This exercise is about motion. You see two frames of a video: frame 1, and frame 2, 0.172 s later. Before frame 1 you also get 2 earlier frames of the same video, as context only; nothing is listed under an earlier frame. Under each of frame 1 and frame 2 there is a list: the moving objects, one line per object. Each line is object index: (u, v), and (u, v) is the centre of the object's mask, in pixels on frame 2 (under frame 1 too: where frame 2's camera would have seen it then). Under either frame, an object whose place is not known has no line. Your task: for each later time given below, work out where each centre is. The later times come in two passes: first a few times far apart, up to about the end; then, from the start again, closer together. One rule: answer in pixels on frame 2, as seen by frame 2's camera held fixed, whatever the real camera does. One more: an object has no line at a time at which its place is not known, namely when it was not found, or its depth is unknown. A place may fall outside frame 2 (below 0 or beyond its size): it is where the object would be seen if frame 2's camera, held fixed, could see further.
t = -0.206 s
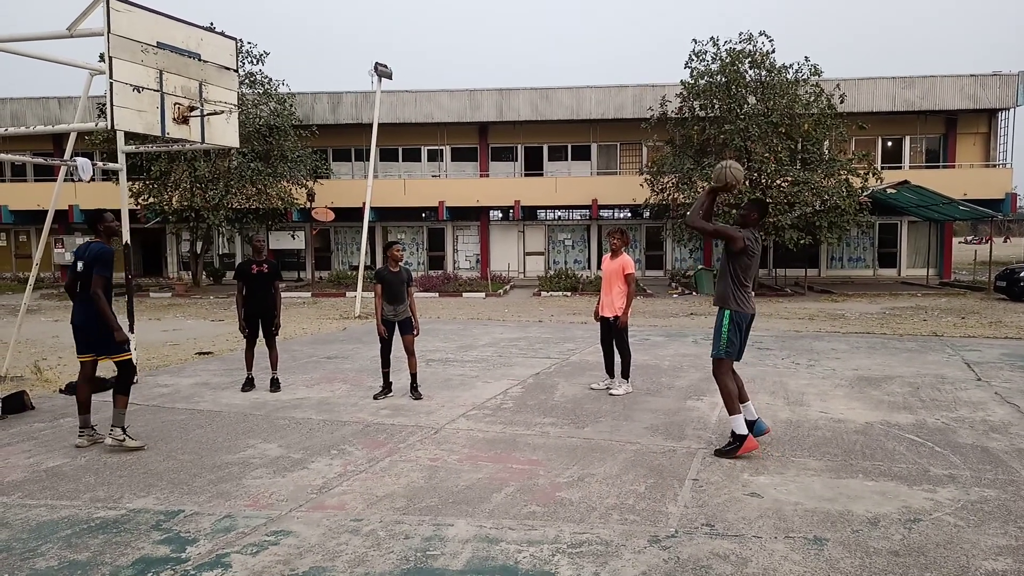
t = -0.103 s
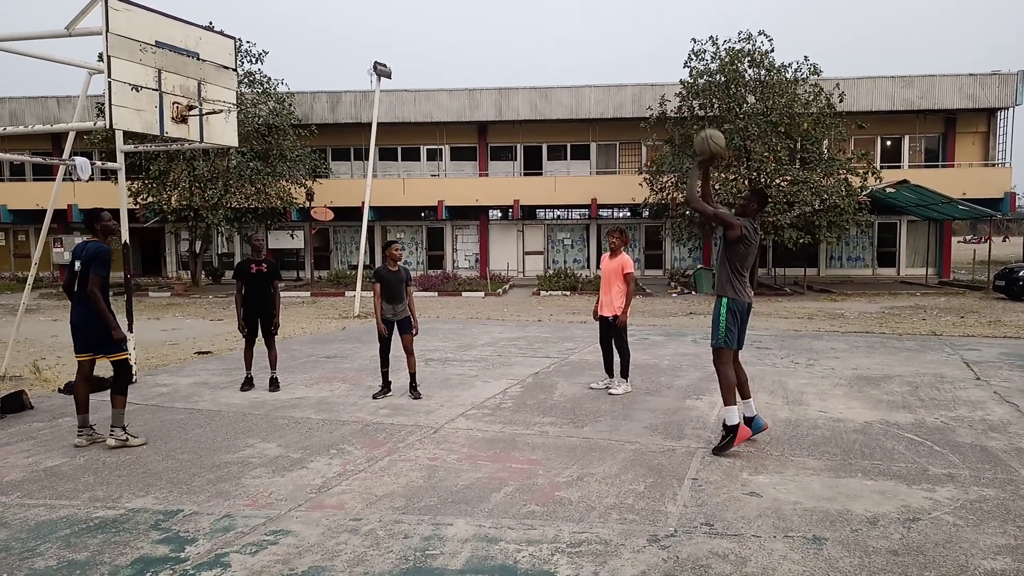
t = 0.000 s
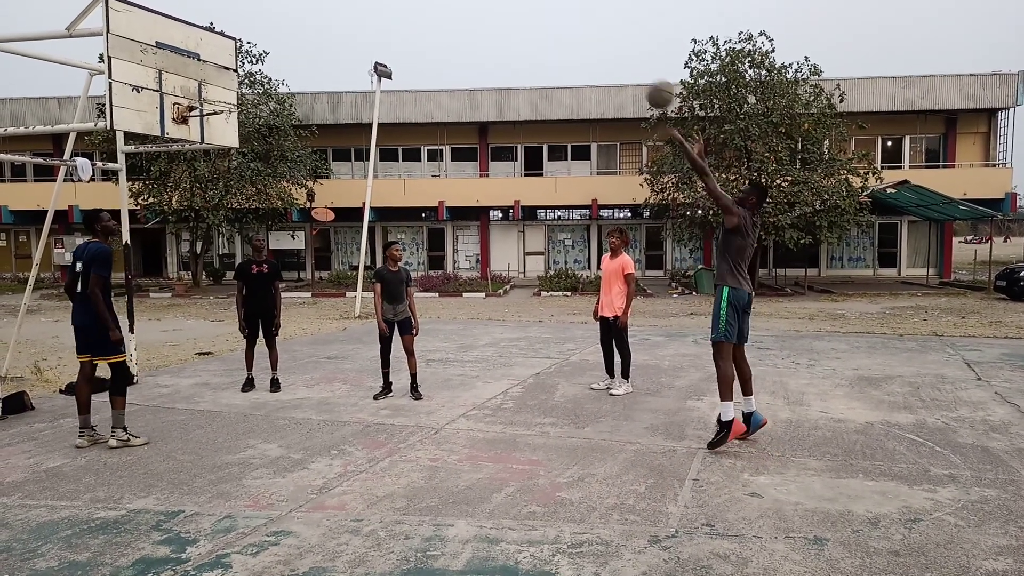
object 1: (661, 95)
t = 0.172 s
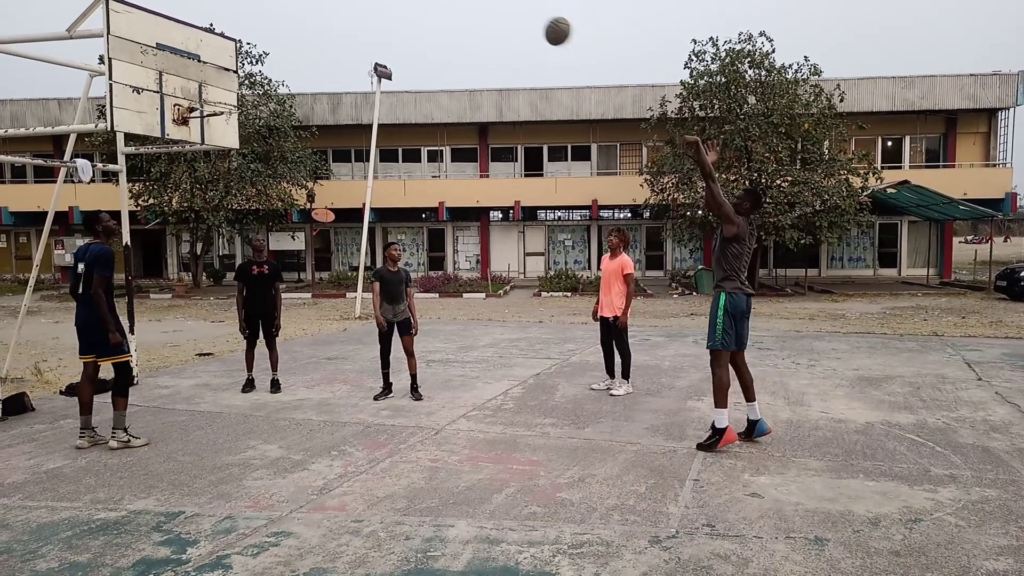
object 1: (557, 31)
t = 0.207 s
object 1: (538, 22)
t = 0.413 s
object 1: (426, 6)
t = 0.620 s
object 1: (322, 23)
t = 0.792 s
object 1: (245, 72)
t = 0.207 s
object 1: (538, 22)
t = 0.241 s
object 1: (518, 15)
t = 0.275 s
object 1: (499, 11)
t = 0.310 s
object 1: (481, 8)
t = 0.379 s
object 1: (444, 6)
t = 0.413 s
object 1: (426, 6)
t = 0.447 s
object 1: (408, 7)
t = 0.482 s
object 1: (391, 9)
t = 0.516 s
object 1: (373, 11)
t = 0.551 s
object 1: (356, 14)
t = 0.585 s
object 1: (339, 17)
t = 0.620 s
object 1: (322, 23)
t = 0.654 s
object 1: (305, 31)
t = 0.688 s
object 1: (289, 40)
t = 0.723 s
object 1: (274, 49)
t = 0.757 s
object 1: (260, 60)
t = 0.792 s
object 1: (245, 72)
